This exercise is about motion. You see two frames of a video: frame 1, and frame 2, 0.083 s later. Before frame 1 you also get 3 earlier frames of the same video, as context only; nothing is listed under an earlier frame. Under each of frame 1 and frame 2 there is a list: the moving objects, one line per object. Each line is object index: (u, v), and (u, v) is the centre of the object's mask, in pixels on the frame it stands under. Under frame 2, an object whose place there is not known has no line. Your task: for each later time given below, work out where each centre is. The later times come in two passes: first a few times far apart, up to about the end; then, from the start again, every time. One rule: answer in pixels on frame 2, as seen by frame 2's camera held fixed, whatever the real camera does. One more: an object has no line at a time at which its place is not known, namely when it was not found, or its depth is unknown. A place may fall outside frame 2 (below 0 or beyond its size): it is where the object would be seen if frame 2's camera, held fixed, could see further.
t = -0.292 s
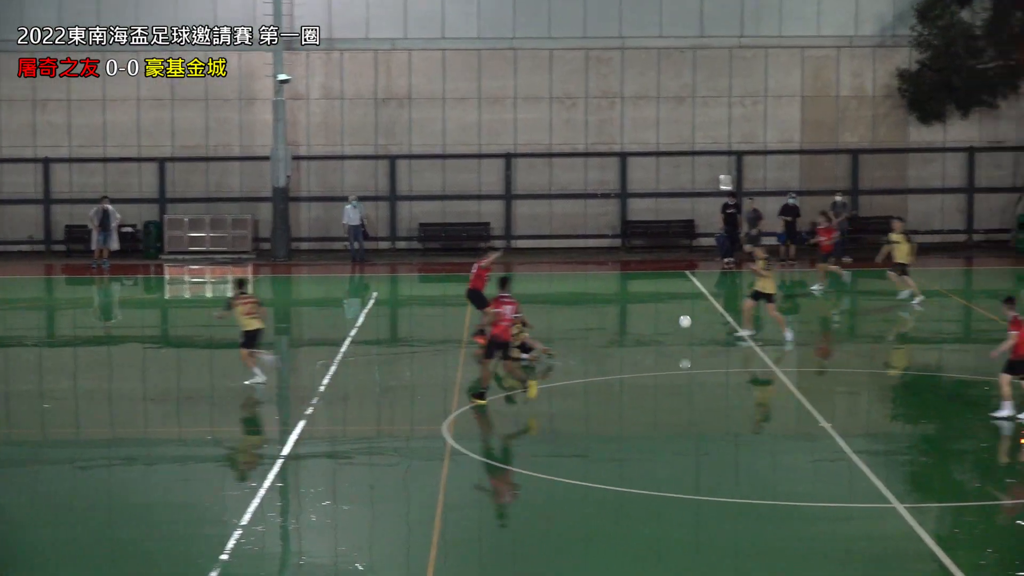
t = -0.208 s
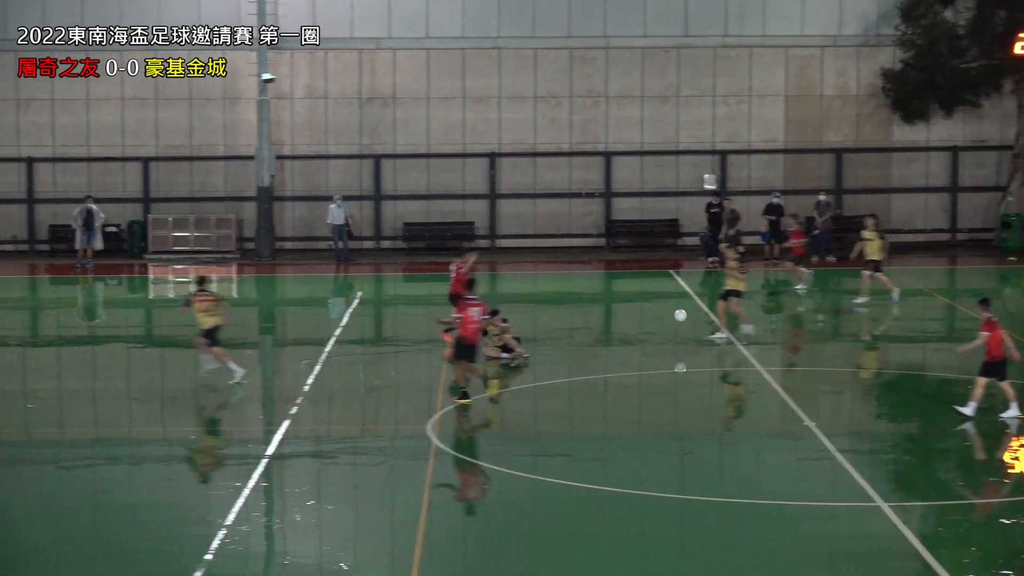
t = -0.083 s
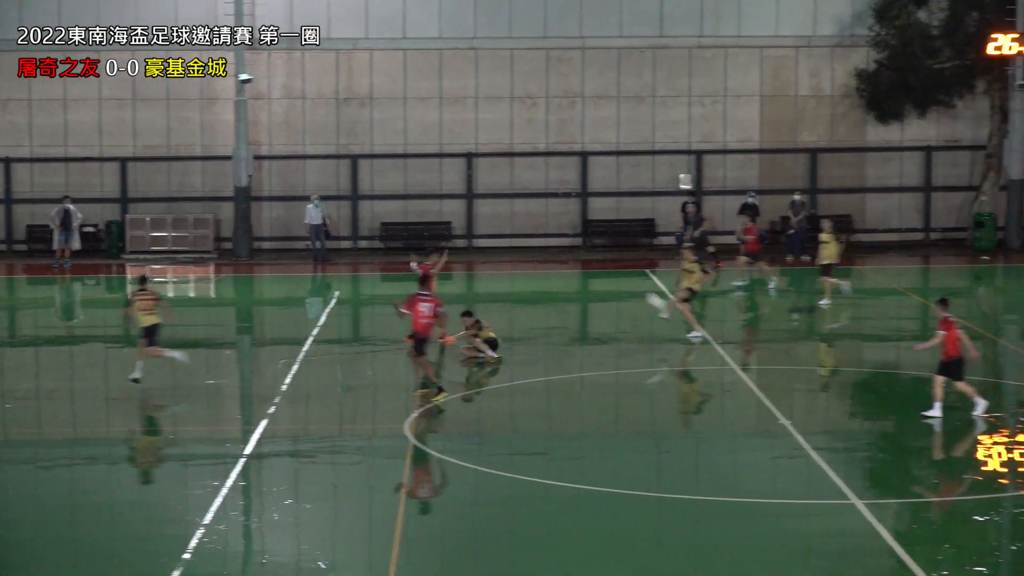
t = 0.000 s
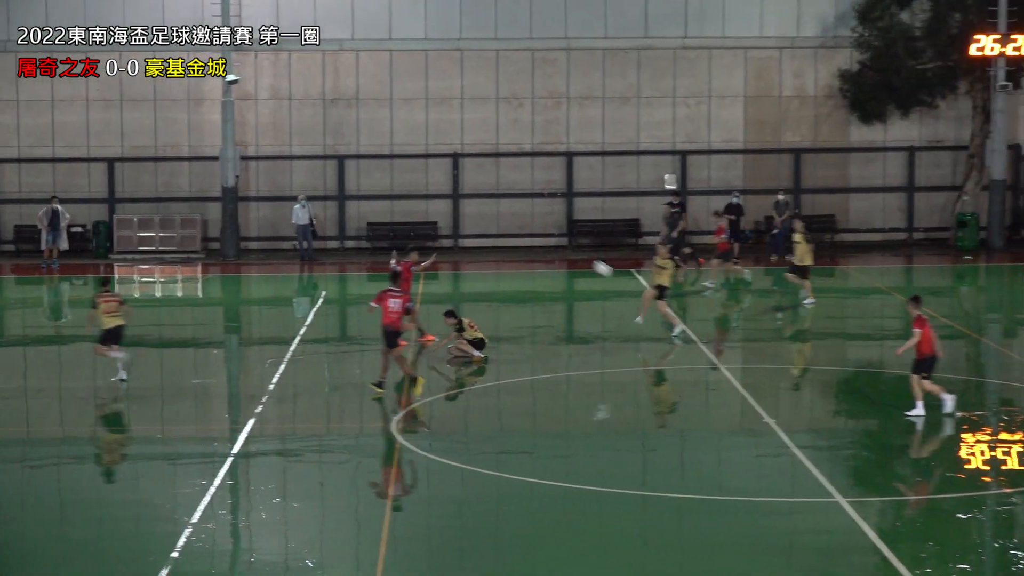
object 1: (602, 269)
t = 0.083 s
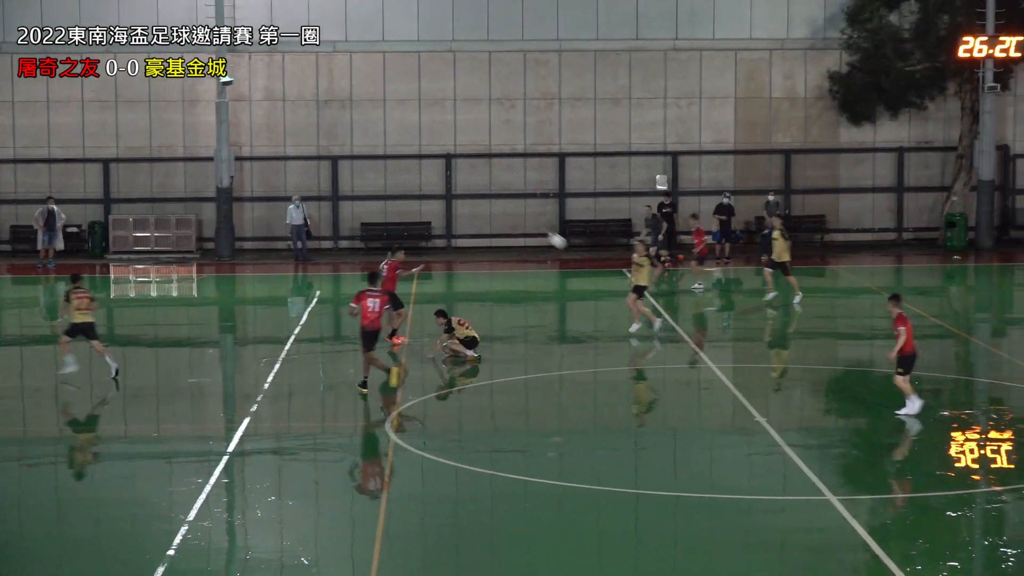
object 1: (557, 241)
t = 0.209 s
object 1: (490, 199)
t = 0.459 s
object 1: (388, 153)
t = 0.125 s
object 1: (527, 221)
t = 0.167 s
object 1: (509, 209)
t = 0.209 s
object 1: (490, 199)
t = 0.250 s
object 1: (472, 190)
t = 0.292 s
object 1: (454, 181)
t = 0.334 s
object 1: (438, 172)
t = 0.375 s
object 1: (420, 165)
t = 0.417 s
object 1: (404, 159)
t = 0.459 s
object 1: (388, 153)
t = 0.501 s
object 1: (371, 148)
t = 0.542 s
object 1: (355, 144)
